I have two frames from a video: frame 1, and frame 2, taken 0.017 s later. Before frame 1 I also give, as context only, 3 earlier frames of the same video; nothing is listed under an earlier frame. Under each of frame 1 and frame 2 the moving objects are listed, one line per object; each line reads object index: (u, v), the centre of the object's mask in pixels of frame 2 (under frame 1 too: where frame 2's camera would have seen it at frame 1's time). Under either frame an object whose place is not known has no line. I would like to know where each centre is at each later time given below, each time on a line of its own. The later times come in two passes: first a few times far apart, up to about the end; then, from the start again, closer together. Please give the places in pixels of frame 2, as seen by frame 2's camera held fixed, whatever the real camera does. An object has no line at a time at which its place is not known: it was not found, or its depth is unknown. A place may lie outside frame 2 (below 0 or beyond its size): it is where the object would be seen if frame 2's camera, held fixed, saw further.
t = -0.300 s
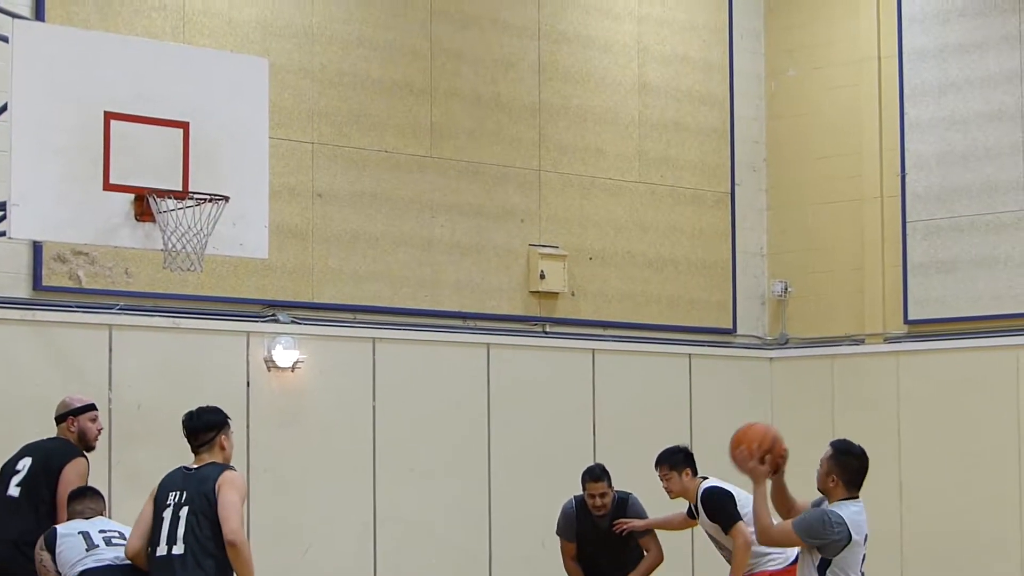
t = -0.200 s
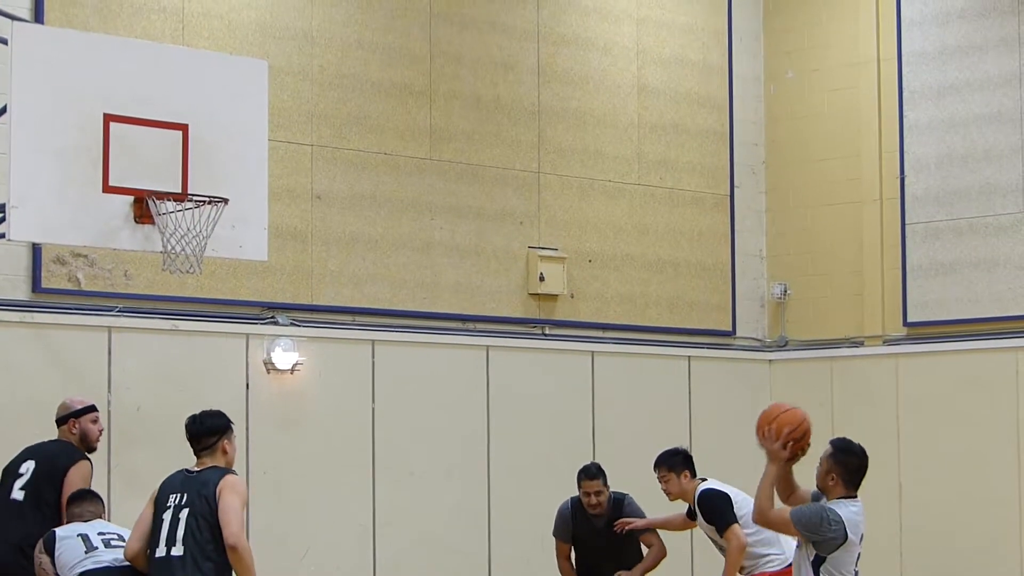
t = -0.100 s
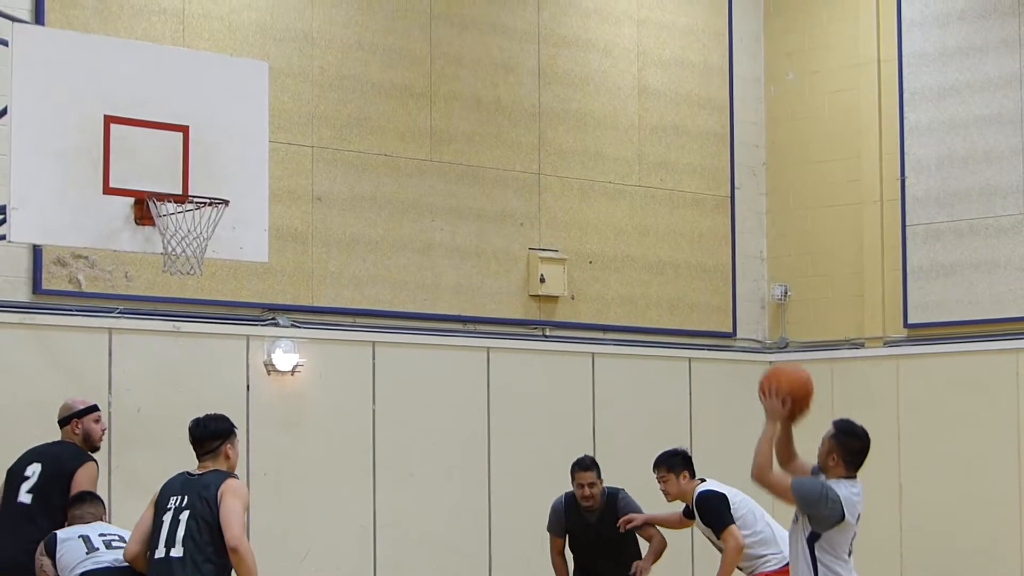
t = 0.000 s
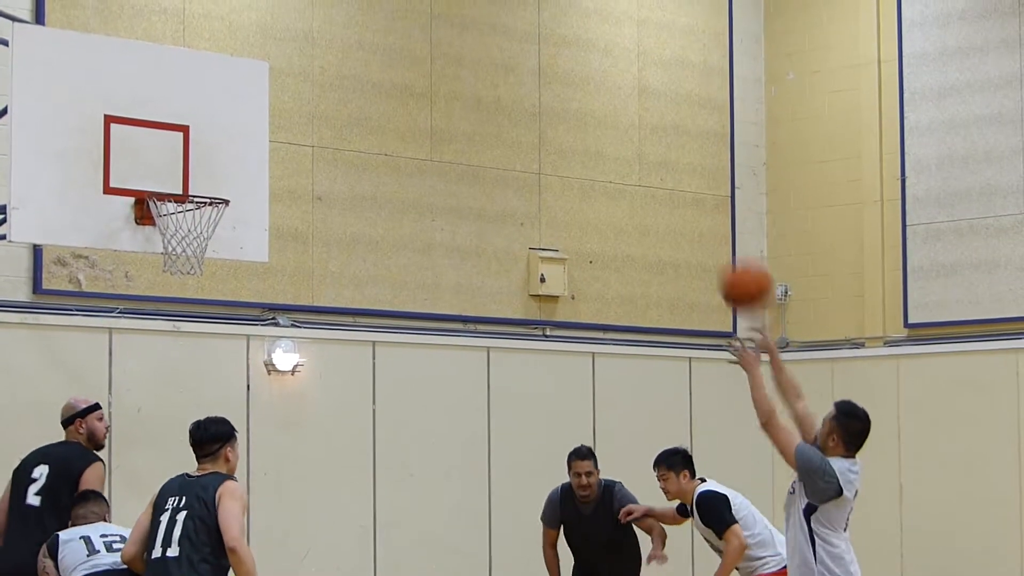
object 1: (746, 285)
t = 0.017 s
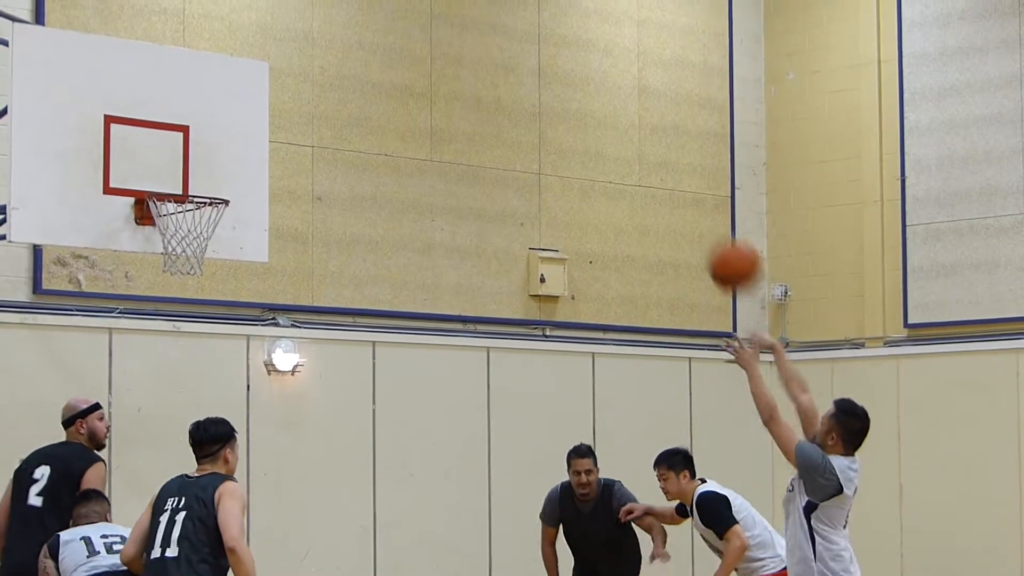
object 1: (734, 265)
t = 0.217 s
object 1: (604, 74)
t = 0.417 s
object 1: (487, 1)
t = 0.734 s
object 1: (330, 3)
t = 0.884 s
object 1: (264, 61)
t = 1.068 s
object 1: (188, 192)
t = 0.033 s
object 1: (723, 245)
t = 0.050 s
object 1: (712, 226)
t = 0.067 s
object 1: (700, 206)
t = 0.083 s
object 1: (690, 190)
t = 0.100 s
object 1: (678, 173)
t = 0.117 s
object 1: (668, 157)
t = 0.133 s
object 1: (657, 142)
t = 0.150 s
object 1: (645, 127)
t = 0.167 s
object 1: (635, 113)
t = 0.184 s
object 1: (624, 99)
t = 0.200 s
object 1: (614, 86)
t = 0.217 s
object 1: (604, 74)
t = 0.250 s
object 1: (583, 52)
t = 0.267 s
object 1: (572, 42)
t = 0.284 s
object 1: (562, 32)
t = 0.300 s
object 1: (553, 24)
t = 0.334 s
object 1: (534, 14)
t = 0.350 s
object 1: (524, 11)
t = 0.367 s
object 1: (514, 8)
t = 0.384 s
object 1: (505, 6)
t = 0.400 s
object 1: (496, 3)
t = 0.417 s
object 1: (487, 1)
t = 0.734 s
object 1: (330, 3)
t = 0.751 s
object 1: (323, 6)
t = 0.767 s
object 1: (315, 9)
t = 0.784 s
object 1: (307, 13)
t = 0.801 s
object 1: (299, 20)
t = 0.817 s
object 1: (292, 28)
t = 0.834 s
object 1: (285, 36)
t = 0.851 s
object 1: (278, 44)
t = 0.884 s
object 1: (264, 61)
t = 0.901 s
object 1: (257, 71)
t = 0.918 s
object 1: (250, 82)
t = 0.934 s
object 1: (242, 93)
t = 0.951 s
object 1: (235, 104)
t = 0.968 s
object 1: (229, 116)
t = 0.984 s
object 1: (221, 128)
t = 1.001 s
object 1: (215, 139)
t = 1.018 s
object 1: (209, 152)
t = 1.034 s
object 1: (202, 164)
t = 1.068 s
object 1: (188, 192)
